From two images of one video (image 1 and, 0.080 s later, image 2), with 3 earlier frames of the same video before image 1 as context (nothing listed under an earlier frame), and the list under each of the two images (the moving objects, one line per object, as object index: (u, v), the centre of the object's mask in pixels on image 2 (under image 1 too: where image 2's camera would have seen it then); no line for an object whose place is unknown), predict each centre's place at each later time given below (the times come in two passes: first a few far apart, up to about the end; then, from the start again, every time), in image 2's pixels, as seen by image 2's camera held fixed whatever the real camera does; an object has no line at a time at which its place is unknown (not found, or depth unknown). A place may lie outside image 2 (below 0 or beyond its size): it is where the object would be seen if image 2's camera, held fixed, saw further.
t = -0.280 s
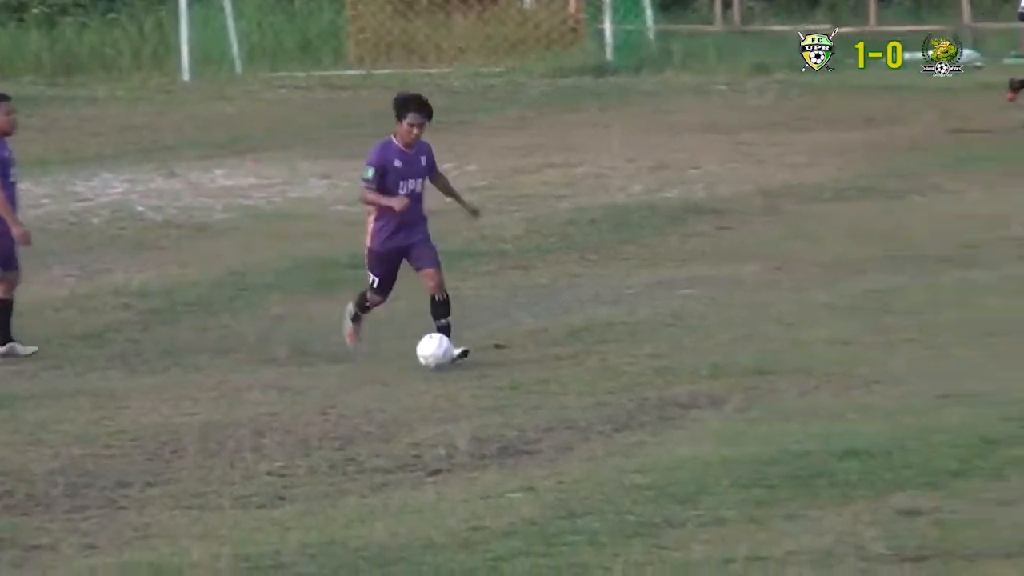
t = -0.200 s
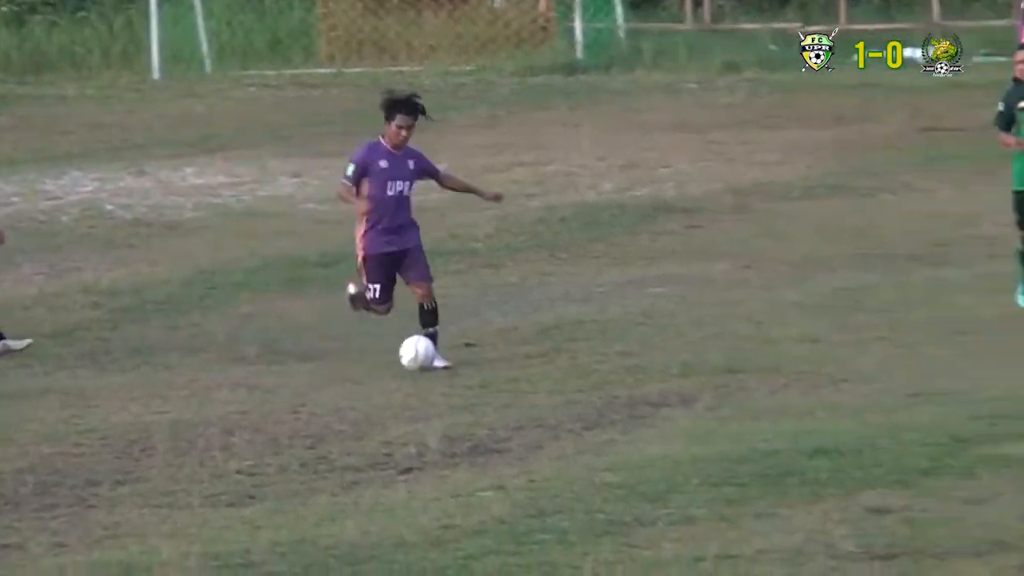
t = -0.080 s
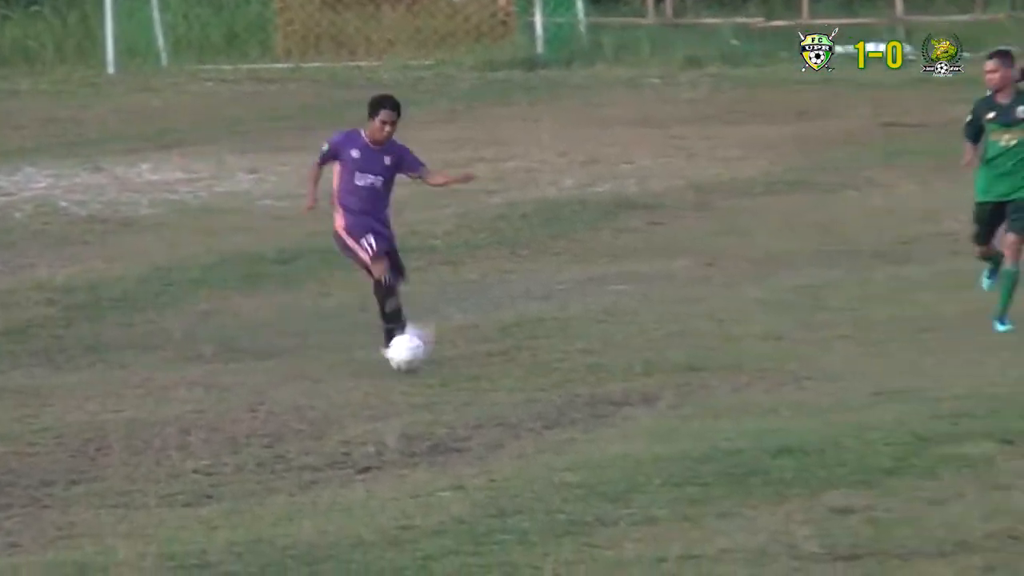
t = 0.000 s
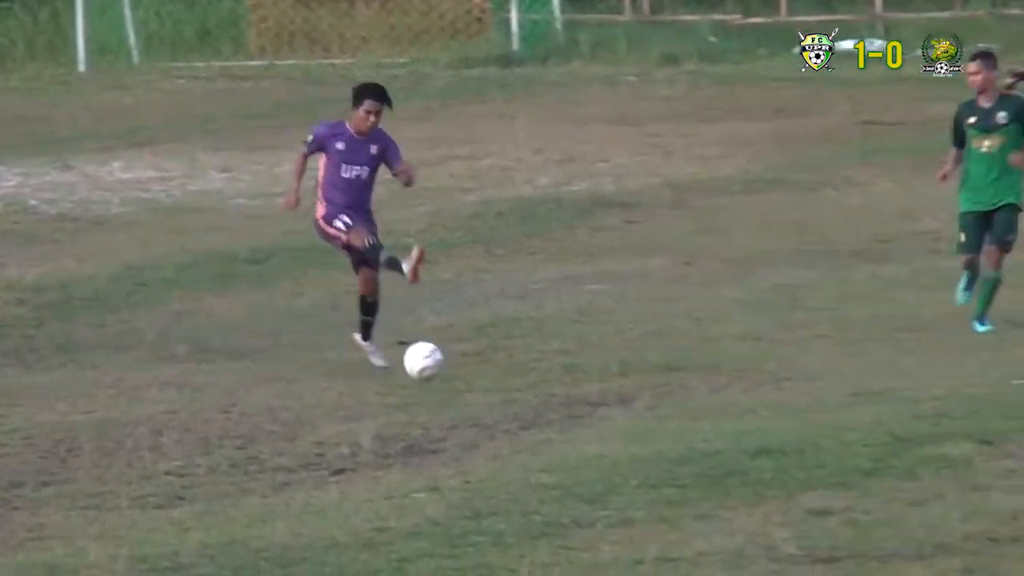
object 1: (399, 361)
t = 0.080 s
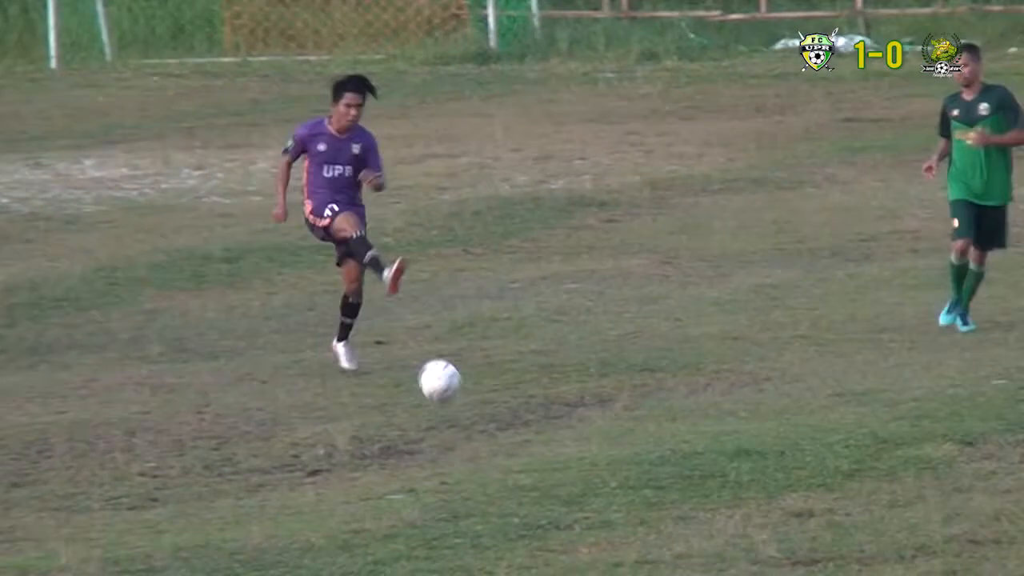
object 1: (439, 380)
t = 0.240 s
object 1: (504, 436)
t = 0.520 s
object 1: (547, 514)
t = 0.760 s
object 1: (543, 567)
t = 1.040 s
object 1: (510, 644)
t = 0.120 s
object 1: (458, 394)
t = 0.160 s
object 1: (476, 413)
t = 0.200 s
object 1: (493, 434)
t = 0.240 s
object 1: (504, 436)
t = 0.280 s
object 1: (513, 434)
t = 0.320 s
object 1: (522, 437)
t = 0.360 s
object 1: (529, 444)
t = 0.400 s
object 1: (535, 455)
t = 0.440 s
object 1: (540, 469)
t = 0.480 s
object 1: (544, 489)
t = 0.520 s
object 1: (547, 514)
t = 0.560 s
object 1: (548, 520)
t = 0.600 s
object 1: (549, 519)
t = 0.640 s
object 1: (548, 523)
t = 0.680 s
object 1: (546, 534)
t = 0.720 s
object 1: (545, 547)
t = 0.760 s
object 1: (543, 567)
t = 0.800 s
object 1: (540, 591)
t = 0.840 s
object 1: (537, 615)
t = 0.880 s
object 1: (532, 612)
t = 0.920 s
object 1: (528, 614)
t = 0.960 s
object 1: (522, 620)
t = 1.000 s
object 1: (516, 630)
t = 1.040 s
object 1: (510, 644)
